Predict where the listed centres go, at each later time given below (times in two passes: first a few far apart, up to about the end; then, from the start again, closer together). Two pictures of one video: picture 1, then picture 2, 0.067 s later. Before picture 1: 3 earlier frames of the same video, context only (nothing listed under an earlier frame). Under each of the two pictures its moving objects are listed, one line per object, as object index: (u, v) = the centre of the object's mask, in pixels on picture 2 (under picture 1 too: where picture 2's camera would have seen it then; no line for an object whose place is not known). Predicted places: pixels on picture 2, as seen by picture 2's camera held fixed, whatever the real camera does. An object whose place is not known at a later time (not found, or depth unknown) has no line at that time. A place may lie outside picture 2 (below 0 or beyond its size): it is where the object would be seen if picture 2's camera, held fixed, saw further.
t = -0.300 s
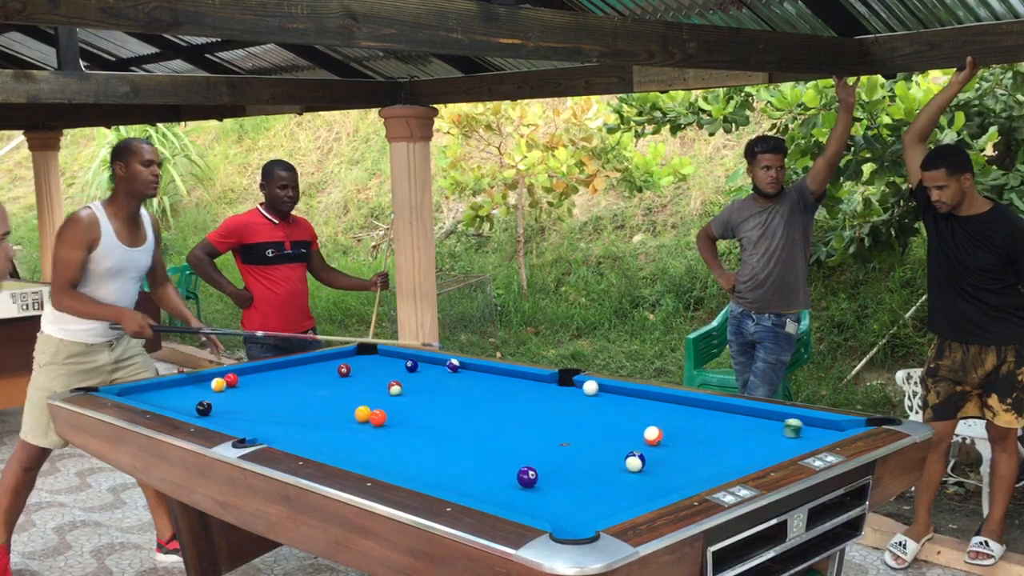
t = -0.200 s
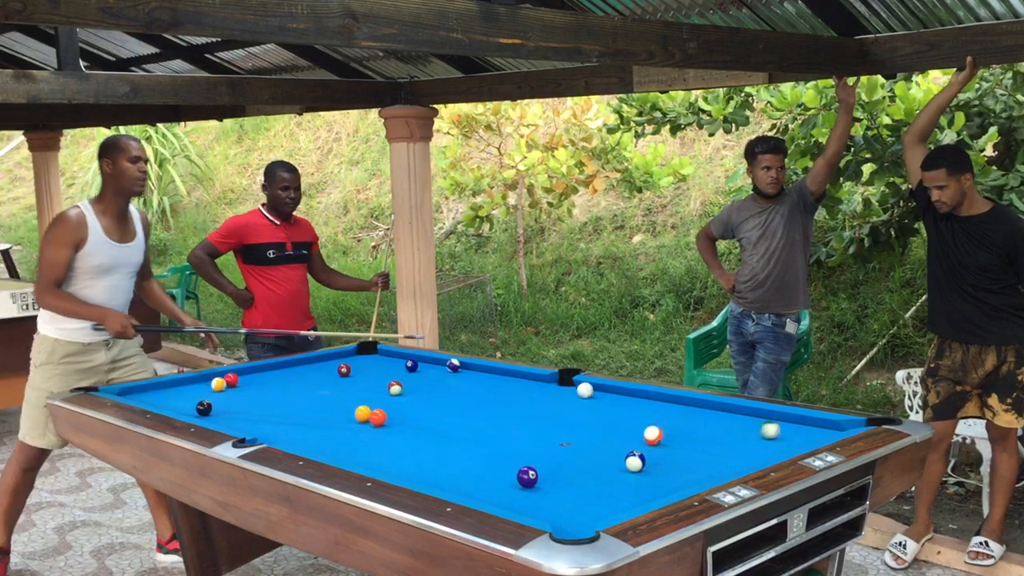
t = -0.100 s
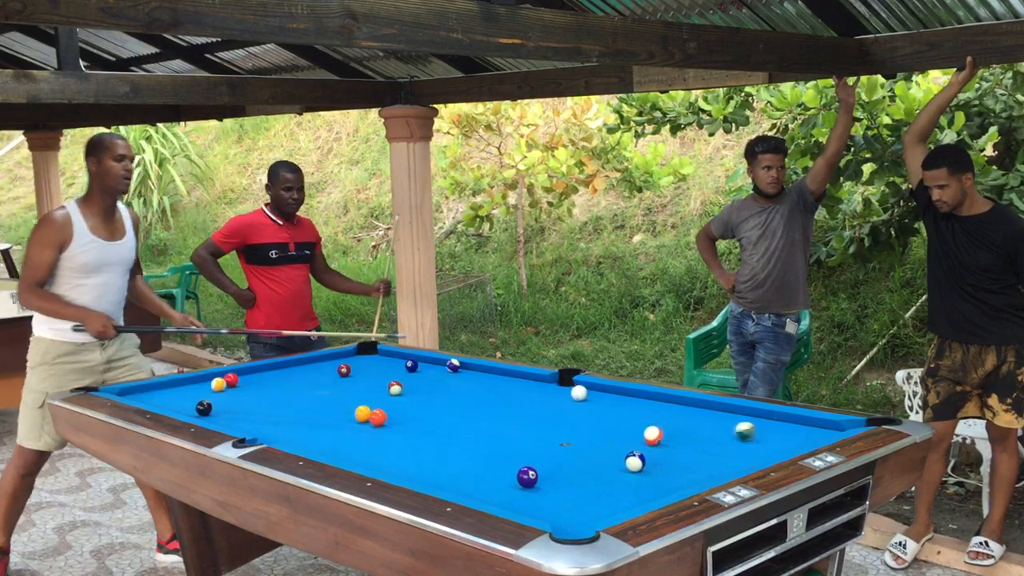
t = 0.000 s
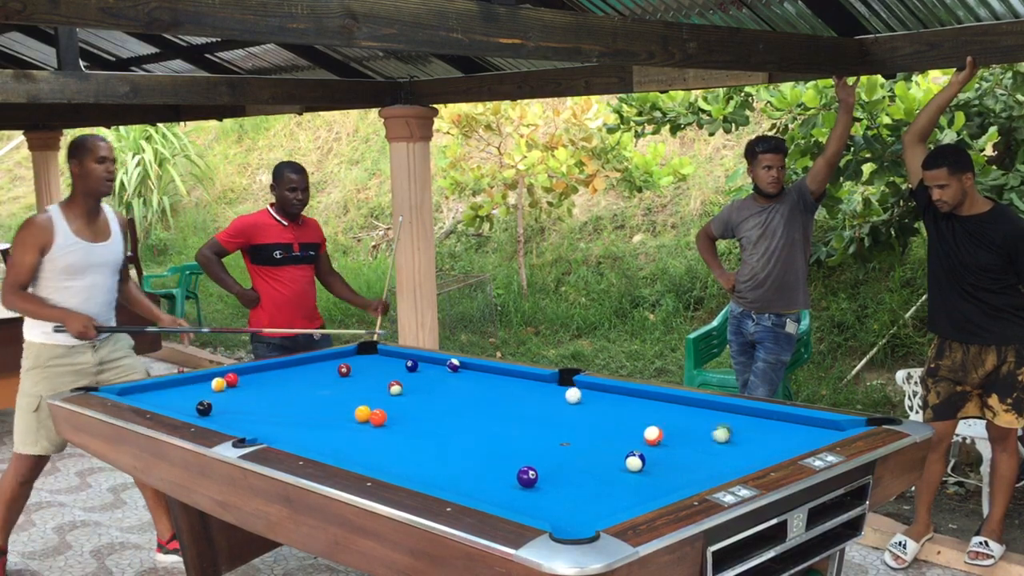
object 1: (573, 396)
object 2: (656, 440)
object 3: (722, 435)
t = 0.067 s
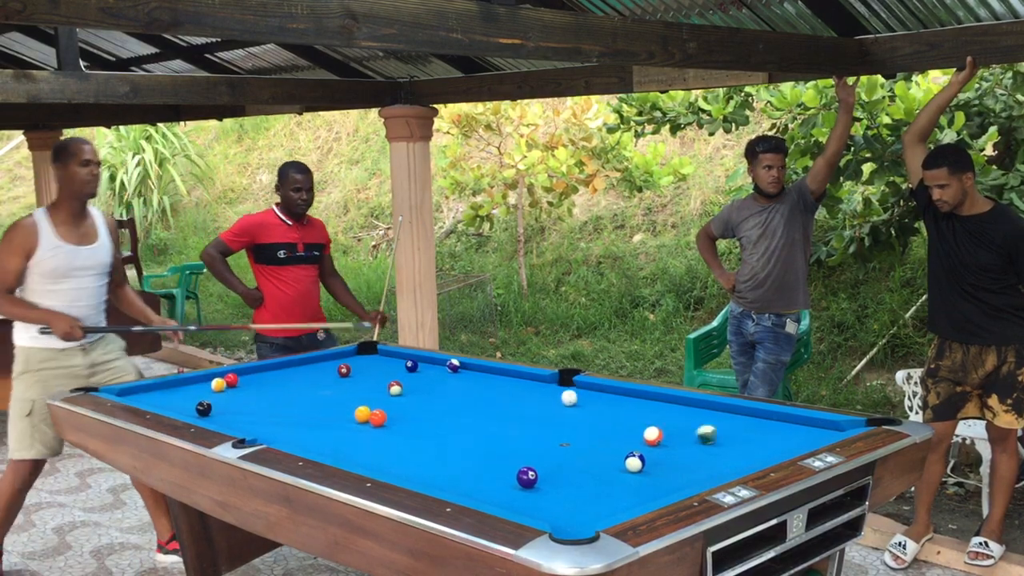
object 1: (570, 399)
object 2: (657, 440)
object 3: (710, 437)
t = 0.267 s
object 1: (557, 403)
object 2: (649, 439)
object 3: (668, 439)
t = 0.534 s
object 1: (541, 411)
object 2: (618, 430)
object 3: (645, 446)
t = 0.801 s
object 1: (526, 417)
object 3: (620, 453)
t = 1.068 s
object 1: (510, 425)
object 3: (599, 462)
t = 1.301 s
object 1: (498, 430)
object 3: (581, 468)
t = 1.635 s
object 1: (479, 438)
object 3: (554, 478)
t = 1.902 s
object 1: (464, 445)
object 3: (534, 484)
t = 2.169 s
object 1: (450, 452)
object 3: (515, 492)
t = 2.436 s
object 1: (438, 458)
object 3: (498, 497)
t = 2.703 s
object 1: (426, 464)
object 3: (486, 498)
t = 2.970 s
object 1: (415, 469)
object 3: (496, 498)
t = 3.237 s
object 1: (405, 472)
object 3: (503, 497)
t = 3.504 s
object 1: (401, 474)
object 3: (509, 496)
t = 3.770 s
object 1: (408, 474)
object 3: (512, 496)
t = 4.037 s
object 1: (414, 473)
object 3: (515, 495)
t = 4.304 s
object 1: (417, 473)
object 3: (516, 495)
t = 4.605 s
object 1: (418, 473)
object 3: (515, 495)
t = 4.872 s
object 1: (418, 473)
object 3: (515, 495)
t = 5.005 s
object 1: (418, 473)
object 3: (515, 495)
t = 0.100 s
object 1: (567, 398)
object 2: (657, 440)
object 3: (700, 435)
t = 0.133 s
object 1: (565, 399)
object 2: (656, 440)
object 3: (694, 435)
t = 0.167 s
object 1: (563, 400)
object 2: (656, 440)
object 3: (684, 436)
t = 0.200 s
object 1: (561, 401)
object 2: (656, 440)
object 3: (677, 437)
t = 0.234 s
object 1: (559, 402)
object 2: (654, 441)
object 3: (671, 437)
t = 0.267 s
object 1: (557, 403)
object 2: (649, 439)
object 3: (668, 439)
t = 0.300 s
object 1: (555, 404)
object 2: (646, 438)
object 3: (665, 439)
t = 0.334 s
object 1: (553, 405)
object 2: (642, 436)
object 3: (663, 440)
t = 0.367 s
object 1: (551, 406)
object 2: (638, 435)
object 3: (660, 441)
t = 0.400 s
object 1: (549, 407)
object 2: (634, 434)
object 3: (657, 443)
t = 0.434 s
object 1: (547, 408)
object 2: (630, 433)
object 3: (654, 444)
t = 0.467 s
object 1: (545, 409)
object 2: (626, 432)
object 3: (651, 444)
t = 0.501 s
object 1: (543, 410)
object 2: (622, 431)
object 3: (648, 445)
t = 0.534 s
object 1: (541, 411)
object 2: (618, 430)
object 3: (645, 446)
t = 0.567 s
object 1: (539, 412)
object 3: (642, 447)
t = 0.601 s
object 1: (537, 413)
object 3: (640, 447)
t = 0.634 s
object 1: (535, 414)
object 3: (636, 448)
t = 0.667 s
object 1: (533, 414)
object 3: (633, 447)
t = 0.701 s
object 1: (532, 415)
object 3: (629, 448)
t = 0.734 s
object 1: (530, 416)
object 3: (625, 450)
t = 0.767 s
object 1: (528, 416)
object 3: (623, 451)
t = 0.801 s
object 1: (526, 417)
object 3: (620, 453)
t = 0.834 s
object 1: (524, 418)
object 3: (618, 454)
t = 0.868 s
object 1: (523, 419)
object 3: (616, 456)
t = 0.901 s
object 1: (521, 420)
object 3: (614, 457)
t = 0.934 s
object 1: (519, 421)
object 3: (611, 457)
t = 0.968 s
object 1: (517, 422)
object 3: (608, 458)
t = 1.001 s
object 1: (515, 423)
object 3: (605, 459)
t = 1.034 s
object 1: (512, 424)
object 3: (602, 461)
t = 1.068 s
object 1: (510, 425)
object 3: (599, 462)
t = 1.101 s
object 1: (508, 426)
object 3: (596, 463)
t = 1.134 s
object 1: (507, 427)
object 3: (594, 464)
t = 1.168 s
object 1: (505, 427)
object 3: (591, 465)
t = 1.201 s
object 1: (503, 428)
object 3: (588, 466)
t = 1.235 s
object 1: (501, 429)
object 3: (585, 467)
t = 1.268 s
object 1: (499, 429)
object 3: (583, 467)
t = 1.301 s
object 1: (498, 430)
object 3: (581, 468)
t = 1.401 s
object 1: (491, 433)
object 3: (572, 471)
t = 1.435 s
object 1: (489, 434)
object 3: (569, 472)
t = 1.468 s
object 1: (487, 435)
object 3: (567, 473)
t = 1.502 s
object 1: (486, 436)
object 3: (564, 475)
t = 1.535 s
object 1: (484, 436)
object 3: (562, 475)
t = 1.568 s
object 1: (482, 437)
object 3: (560, 476)
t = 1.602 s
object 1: (481, 438)
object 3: (557, 477)
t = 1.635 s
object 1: (479, 438)
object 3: (554, 478)
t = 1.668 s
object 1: (477, 439)
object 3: (552, 478)
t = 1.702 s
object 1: (475, 441)
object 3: (549, 479)
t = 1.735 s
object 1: (473, 441)
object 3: (547, 480)
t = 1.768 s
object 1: (471, 442)
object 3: (544, 481)
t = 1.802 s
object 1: (469, 443)
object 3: (541, 482)
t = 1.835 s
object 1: (467, 444)
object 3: (539, 483)
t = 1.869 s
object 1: (466, 445)
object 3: (536, 484)
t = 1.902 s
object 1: (464, 445)
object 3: (534, 484)
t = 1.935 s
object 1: (462, 446)
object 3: (531, 485)
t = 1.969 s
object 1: (460, 447)
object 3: (529, 487)
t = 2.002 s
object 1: (458, 448)
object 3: (527, 488)
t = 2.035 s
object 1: (457, 449)
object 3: (525, 489)
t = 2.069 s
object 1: (455, 450)
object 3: (522, 489)
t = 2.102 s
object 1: (453, 451)
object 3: (520, 490)
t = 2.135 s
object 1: (452, 451)
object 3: (518, 491)
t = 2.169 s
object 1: (450, 452)
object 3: (515, 492)
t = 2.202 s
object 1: (449, 453)
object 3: (513, 493)
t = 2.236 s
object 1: (447, 454)
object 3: (511, 494)
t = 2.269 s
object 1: (445, 454)
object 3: (509, 494)
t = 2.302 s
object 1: (444, 455)
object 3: (507, 495)
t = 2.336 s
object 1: (442, 456)
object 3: (504, 496)
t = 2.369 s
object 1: (441, 456)
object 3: (502, 496)
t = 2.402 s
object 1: (439, 457)
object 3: (500, 496)
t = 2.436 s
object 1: (438, 458)
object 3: (498, 497)
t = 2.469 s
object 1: (436, 459)
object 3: (496, 497)
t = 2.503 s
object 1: (435, 460)
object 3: (494, 498)
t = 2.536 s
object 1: (433, 460)
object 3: (492, 498)
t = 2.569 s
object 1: (432, 461)
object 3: (490, 498)
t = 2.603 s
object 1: (430, 462)
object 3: (488, 498)
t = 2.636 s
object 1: (429, 462)
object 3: (487, 498)
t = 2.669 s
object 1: (427, 463)
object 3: (486, 498)
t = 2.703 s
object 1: (426, 464)
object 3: (486, 498)
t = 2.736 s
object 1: (425, 465)
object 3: (488, 498)
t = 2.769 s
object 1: (423, 465)
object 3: (489, 498)
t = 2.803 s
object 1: (422, 466)
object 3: (490, 498)
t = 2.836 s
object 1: (421, 467)
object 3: (491, 498)
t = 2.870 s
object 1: (419, 467)
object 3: (492, 498)
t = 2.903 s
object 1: (418, 468)
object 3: (493, 498)
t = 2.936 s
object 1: (416, 468)
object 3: (494, 498)
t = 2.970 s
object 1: (415, 469)
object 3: (496, 498)
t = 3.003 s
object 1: (414, 470)
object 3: (497, 498)
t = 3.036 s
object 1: (413, 470)
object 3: (498, 498)
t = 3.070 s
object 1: (411, 471)
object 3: (499, 498)
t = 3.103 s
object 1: (410, 472)
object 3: (500, 498)
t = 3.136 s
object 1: (409, 472)
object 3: (501, 498)
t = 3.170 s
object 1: (408, 472)
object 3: (502, 498)
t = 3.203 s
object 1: (406, 472)
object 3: (503, 497)
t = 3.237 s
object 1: (405, 472)
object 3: (503, 497)
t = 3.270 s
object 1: (404, 473)
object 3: (504, 497)
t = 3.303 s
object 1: (403, 473)
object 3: (505, 497)
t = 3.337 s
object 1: (402, 473)
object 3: (506, 497)
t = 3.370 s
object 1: (402, 473)
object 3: (507, 497)
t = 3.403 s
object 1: (401, 473)
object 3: (507, 497)
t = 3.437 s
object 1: (400, 473)
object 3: (508, 497)
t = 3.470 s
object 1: (400, 474)
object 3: (509, 497)
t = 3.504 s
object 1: (401, 474)
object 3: (509, 496)
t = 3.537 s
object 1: (402, 474)
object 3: (510, 496)
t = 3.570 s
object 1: (403, 473)
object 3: (510, 496)
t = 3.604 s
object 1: (404, 474)
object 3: (510, 496)
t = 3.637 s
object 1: (405, 474)
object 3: (511, 496)
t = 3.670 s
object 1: (406, 474)
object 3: (512, 496)
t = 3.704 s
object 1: (406, 474)
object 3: (512, 496)
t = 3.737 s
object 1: (407, 474)
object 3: (512, 496)
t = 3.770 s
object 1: (408, 474)
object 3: (512, 496)
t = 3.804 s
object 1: (409, 474)
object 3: (513, 495)
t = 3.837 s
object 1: (410, 474)
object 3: (513, 495)
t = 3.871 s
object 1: (410, 474)
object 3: (514, 495)
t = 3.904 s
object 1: (411, 474)
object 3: (514, 495)
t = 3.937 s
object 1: (412, 474)
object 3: (515, 495)
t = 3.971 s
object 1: (413, 474)
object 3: (515, 495)
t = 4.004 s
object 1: (413, 474)
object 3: (515, 495)
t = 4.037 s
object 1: (414, 473)
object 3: (515, 495)
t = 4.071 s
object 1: (414, 474)
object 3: (515, 495)
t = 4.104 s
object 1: (415, 474)
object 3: (515, 495)
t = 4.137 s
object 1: (415, 474)
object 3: (515, 495)
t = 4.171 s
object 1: (416, 473)
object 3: (515, 495)
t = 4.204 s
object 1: (416, 473)
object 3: (516, 495)
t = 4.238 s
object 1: (417, 474)
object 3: (516, 495)
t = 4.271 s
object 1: (417, 473)
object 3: (516, 495)
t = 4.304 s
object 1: (417, 473)
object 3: (516, 495)
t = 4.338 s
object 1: (418, 474)
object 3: (516, 495)
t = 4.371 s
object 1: (418, 473)
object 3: (515, 495)
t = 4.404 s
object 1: (418, 473)
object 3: (515, 495)
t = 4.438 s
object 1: (418, 473)
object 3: (515, 495)
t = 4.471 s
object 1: (418, 473)
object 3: (515, 495)
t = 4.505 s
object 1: (418, 473)
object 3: (515, 495)
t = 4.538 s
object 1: (418, 472)
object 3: (516, 494)
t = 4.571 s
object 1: (418, 473)
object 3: (515, 495)
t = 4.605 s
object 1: (418, 473)
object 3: (515, 495)
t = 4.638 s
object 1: (418, 473)
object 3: (516, 495)
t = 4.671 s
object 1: (418, 473)
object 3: (515, 495)
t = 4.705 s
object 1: (418, 473)
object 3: (515, 495)
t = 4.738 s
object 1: (418, 473)
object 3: (516, 495)
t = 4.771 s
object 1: (418, 473)
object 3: (515, 495)
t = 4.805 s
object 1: (418, 473)
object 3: (515, 495)
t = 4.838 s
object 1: (418, 473)
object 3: (515, 495)
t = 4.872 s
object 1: (418, 473)
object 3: (515, 495)
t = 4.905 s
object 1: (418, 473)
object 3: (515, 495)
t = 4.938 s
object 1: (418, 473)
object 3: (515, 495)
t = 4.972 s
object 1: (418, 473)
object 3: (515, 495)
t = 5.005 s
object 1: (418, 473)
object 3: (515, 495)
